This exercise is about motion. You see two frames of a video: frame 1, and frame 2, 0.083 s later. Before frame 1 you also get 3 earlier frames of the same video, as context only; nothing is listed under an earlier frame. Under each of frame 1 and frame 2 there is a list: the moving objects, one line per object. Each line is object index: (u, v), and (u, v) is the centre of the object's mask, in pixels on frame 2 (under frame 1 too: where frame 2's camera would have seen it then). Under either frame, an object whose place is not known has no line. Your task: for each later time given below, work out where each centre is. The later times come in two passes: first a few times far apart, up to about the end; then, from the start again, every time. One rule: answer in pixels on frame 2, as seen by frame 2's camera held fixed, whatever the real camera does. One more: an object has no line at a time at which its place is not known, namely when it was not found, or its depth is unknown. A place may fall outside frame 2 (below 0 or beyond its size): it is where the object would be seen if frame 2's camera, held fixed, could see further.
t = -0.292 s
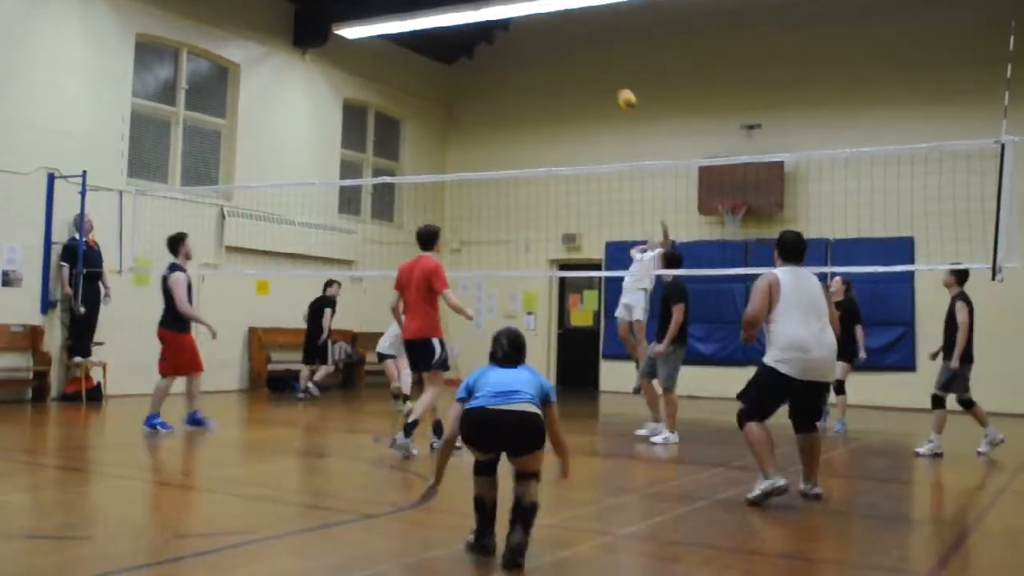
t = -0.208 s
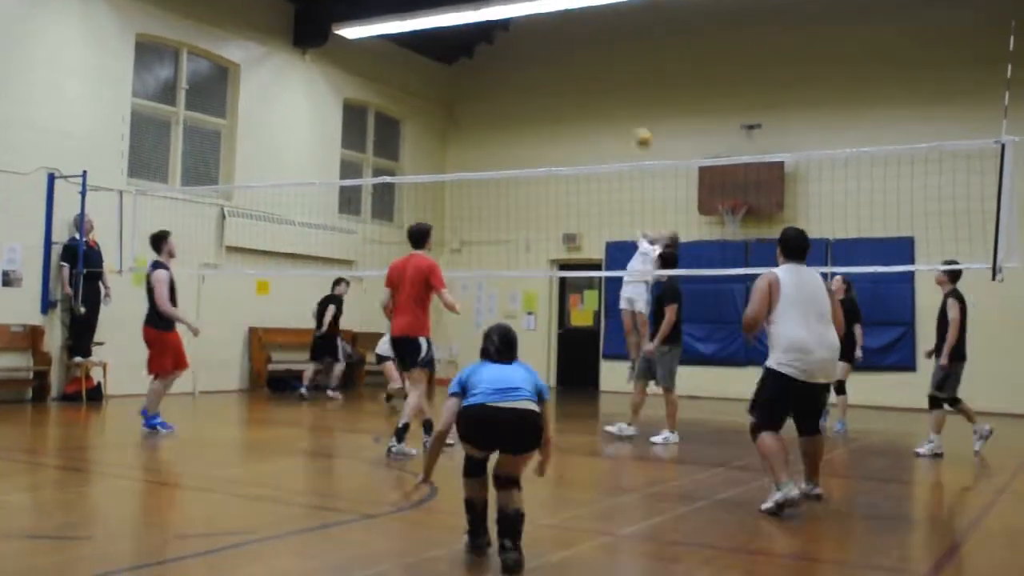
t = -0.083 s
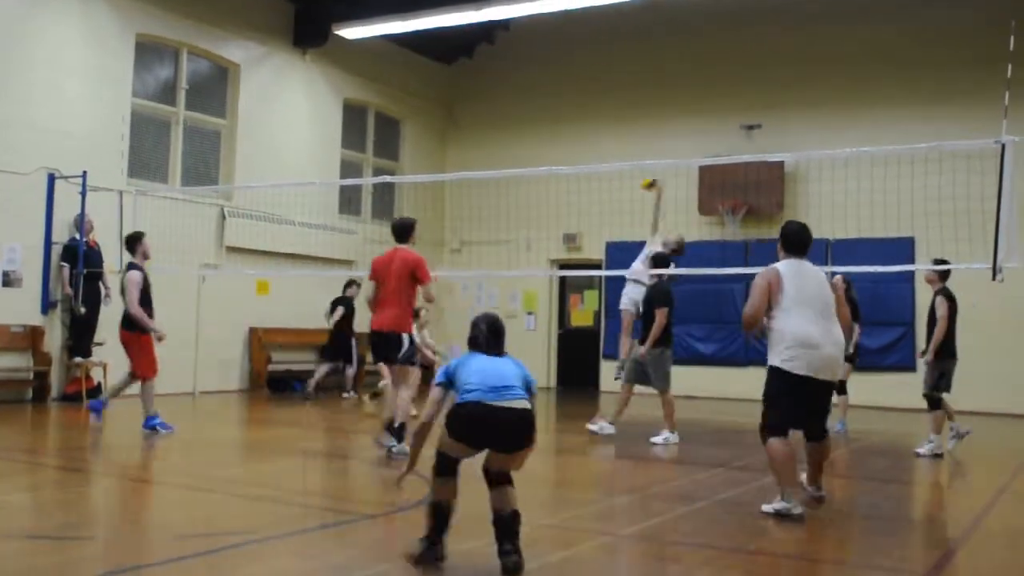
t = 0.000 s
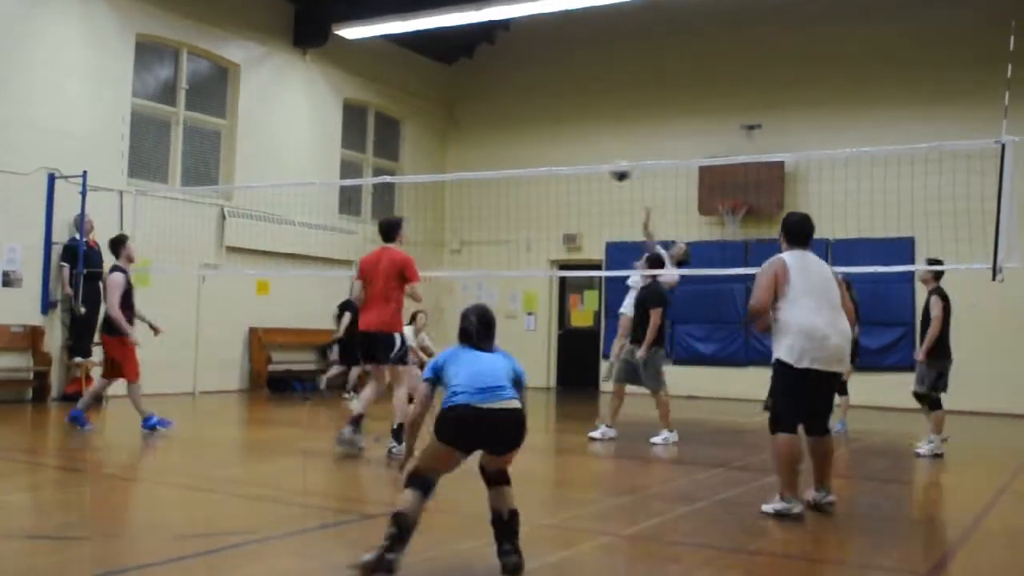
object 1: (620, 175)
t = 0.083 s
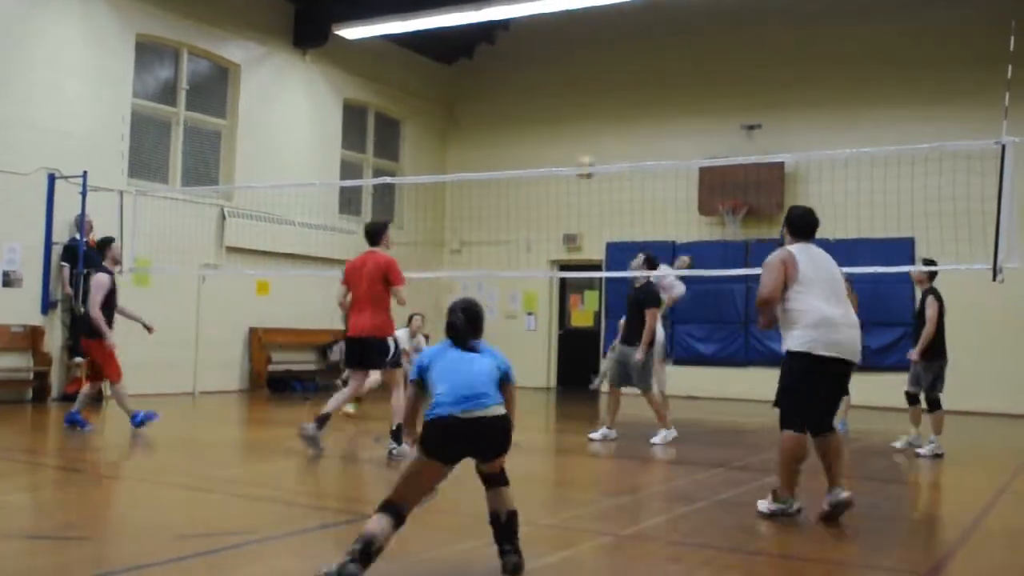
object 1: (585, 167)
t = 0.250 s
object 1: (560, 127)
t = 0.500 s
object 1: (547, 95)
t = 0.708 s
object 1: (533, 132)
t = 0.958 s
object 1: (511, 287)
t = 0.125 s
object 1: (565, 164)
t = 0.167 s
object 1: (563, 151)
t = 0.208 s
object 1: (561, 138)
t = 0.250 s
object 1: (560, 127)
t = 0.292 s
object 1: (557, 116)
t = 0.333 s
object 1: (555, 109)
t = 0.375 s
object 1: (554, 102)
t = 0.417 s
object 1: (552, 98)
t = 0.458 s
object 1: (549, 96)
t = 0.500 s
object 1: (547, 95)
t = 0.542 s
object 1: (544, 97)
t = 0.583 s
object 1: (541, 103)
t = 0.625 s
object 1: (539, 110)
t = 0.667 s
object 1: (535, 119)
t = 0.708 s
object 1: (533, 132)
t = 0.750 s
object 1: (529, 148)
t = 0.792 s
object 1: (526, 169)
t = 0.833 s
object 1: (522, 193)
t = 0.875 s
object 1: (518, 221)
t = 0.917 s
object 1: (516, 249)
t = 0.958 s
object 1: (511, 287)
